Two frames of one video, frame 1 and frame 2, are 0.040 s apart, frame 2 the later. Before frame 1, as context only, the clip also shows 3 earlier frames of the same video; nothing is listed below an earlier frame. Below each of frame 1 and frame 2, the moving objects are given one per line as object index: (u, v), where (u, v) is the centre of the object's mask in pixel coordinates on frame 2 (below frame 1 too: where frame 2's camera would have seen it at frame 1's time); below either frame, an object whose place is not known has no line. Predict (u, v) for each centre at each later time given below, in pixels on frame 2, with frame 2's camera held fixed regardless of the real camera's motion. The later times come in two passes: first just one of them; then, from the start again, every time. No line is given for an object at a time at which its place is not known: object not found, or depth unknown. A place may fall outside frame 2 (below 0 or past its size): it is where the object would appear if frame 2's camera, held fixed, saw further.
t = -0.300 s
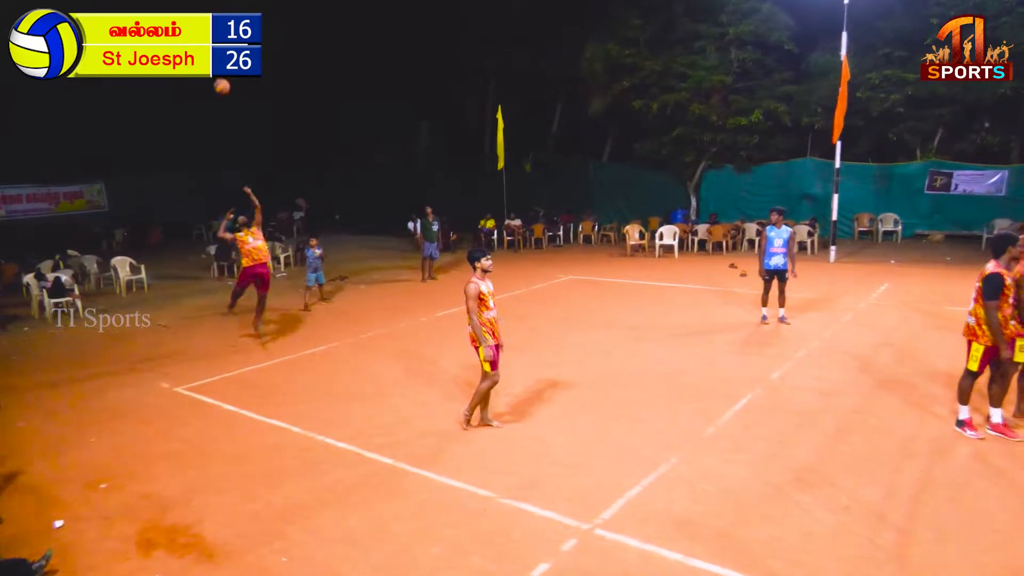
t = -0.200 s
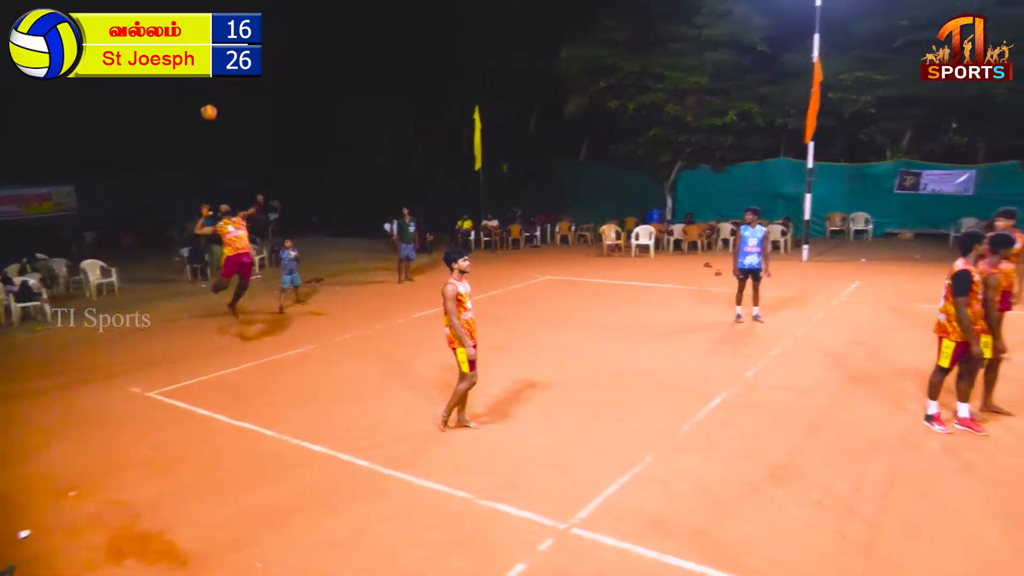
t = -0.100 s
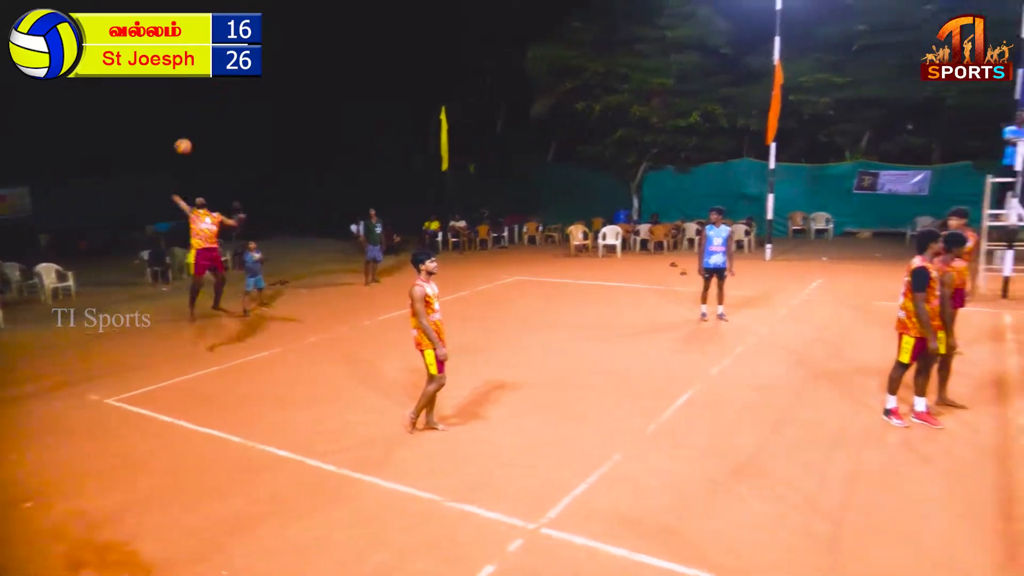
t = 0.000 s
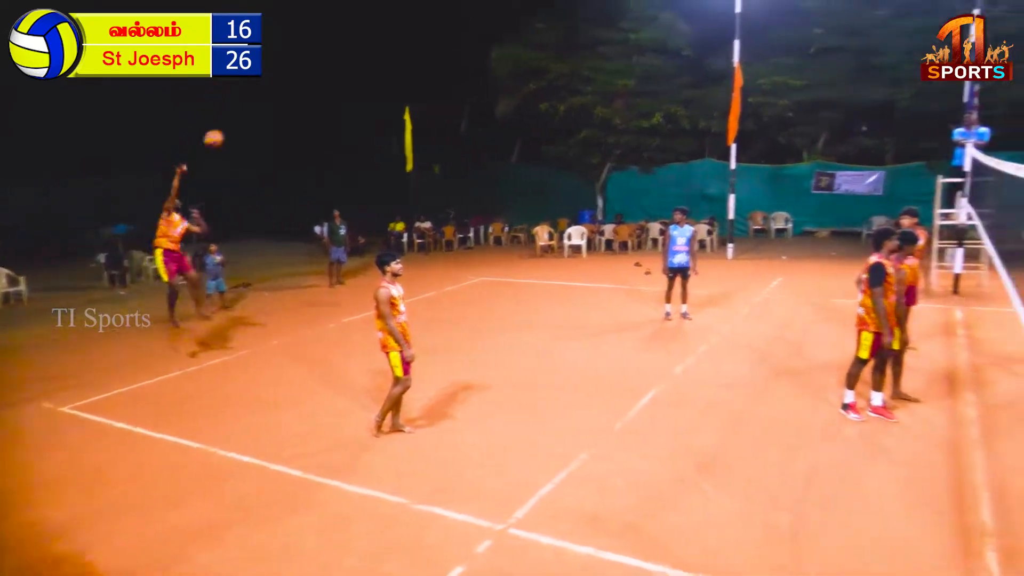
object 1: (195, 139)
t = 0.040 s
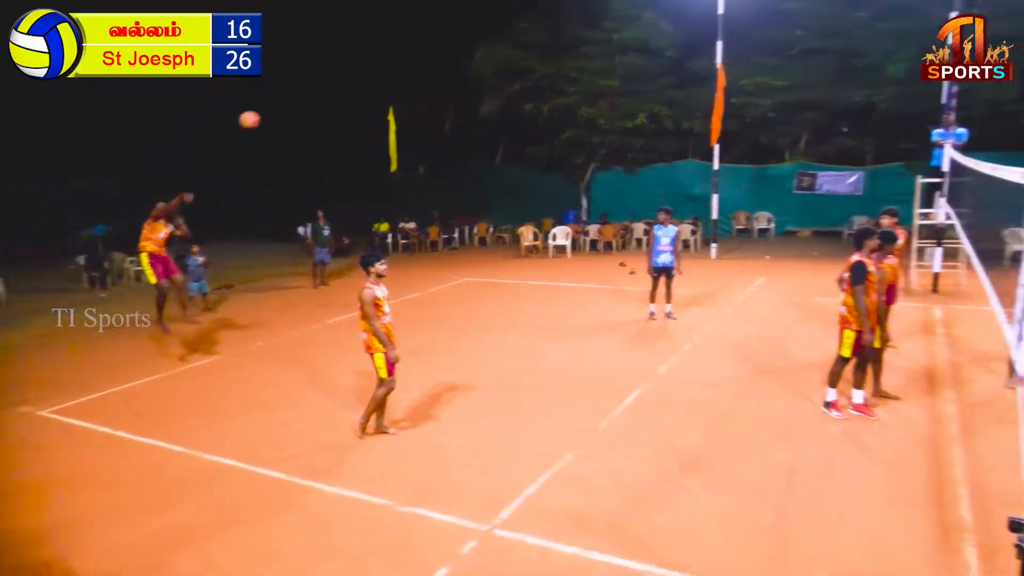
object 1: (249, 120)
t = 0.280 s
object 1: (646, 43)
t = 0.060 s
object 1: (277, 111)
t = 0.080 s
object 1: (306, 102)
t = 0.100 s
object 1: (336, 94)
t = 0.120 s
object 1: (368, 86)
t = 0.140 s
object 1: (400, 79)
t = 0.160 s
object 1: (432, 73)
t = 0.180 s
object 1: (465, 66)
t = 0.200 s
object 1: (499, 60)
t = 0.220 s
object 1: (534, 55)
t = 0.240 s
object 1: (571, 51)
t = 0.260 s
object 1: (608, 46)
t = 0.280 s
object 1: (646, 43)
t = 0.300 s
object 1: (684, 41)
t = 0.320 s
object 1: (724, 38)
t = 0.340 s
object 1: (764, 37)
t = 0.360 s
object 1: (805, 36)
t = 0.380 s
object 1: (848, 35)
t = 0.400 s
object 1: (891, 35)
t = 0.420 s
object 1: (933, 36)
